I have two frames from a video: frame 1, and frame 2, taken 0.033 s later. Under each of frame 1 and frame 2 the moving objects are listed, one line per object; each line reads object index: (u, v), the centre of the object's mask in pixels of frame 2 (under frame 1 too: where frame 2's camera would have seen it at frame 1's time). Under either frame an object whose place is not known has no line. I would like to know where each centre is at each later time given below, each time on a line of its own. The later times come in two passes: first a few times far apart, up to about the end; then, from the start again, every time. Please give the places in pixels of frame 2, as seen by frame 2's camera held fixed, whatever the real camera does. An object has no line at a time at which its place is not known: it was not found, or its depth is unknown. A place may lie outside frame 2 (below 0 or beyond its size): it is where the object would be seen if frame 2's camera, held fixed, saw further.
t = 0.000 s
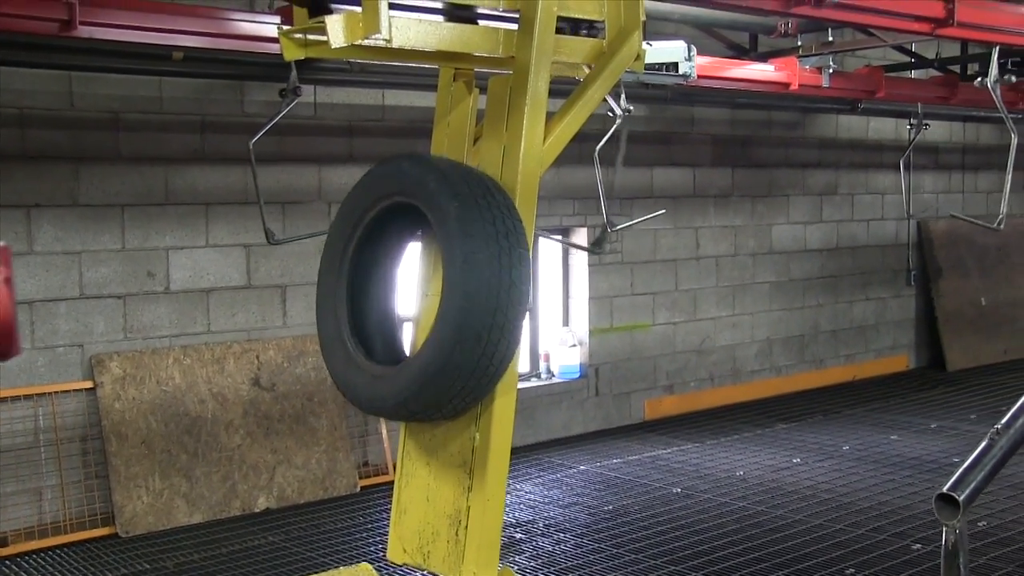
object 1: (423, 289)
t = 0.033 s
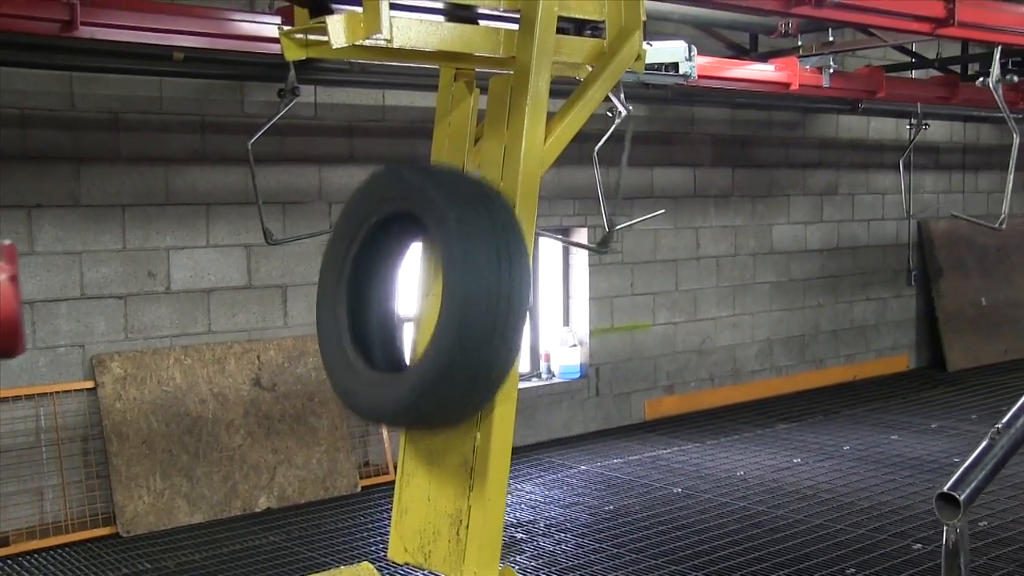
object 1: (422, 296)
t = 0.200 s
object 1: (409, 402)
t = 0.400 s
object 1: (416, 487)
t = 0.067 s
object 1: (420, 308)
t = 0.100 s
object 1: (418, 325)
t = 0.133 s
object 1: (415, 346)
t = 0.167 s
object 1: (412, 373)
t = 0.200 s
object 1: (409, 402)
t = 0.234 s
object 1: (405, 436)
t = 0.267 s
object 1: (401, 473)
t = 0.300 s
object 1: (397, 493)
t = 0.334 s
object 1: (400, 497)
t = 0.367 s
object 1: (408, 491)
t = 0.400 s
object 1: (416, 487)
